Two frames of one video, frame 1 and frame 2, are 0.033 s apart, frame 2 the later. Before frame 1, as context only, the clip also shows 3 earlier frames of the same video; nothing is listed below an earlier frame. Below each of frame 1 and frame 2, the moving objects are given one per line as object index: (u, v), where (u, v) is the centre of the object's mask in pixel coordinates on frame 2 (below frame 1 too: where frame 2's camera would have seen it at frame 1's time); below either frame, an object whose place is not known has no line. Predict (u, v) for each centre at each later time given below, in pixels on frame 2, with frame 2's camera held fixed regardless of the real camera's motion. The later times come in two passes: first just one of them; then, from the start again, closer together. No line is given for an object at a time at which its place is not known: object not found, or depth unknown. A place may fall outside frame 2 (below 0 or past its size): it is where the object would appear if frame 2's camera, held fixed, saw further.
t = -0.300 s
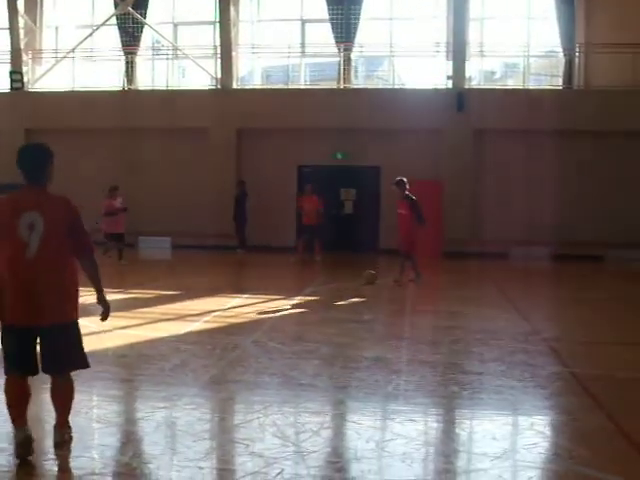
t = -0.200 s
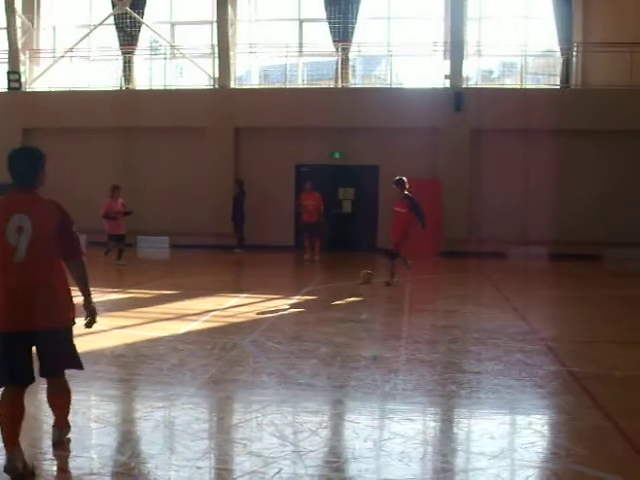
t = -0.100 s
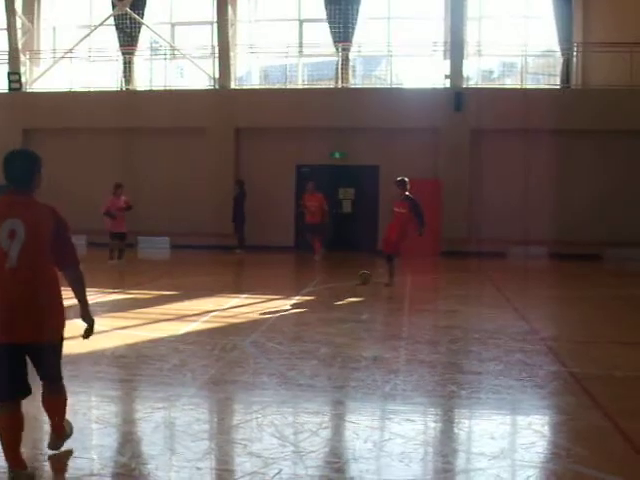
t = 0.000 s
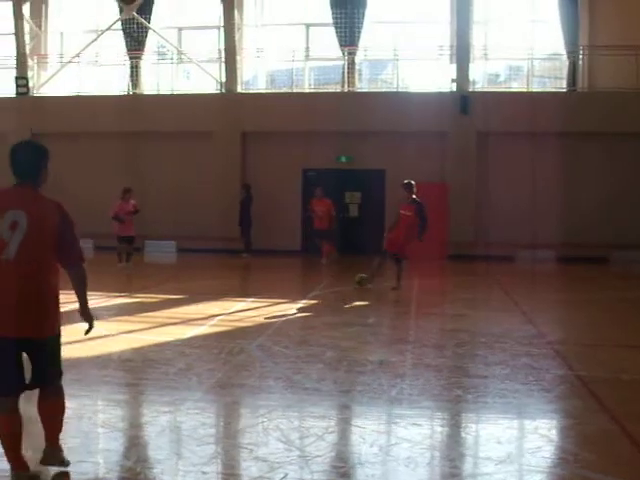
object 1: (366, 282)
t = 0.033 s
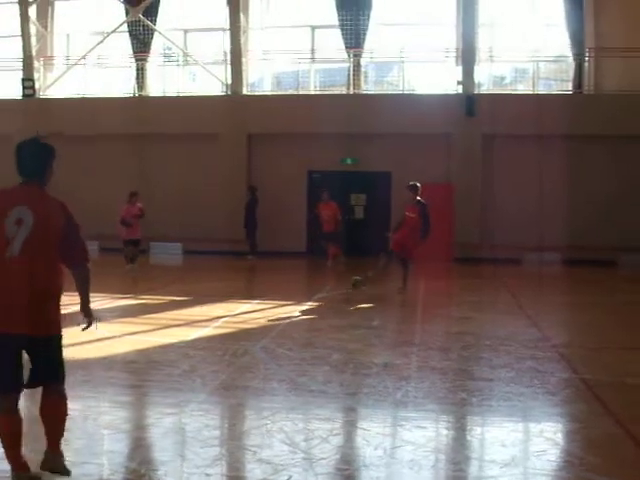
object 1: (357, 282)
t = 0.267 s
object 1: (270, 308)
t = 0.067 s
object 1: (347, 283)
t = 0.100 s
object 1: (337, 281)
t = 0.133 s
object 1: (323, 292)
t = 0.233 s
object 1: (286, 301)
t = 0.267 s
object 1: (270, 308)
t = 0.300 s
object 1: (255, 310)
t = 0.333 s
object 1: (240, 313)
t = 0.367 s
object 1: (224, 317)
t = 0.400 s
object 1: (207, 322)
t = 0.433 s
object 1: (191, 326)
